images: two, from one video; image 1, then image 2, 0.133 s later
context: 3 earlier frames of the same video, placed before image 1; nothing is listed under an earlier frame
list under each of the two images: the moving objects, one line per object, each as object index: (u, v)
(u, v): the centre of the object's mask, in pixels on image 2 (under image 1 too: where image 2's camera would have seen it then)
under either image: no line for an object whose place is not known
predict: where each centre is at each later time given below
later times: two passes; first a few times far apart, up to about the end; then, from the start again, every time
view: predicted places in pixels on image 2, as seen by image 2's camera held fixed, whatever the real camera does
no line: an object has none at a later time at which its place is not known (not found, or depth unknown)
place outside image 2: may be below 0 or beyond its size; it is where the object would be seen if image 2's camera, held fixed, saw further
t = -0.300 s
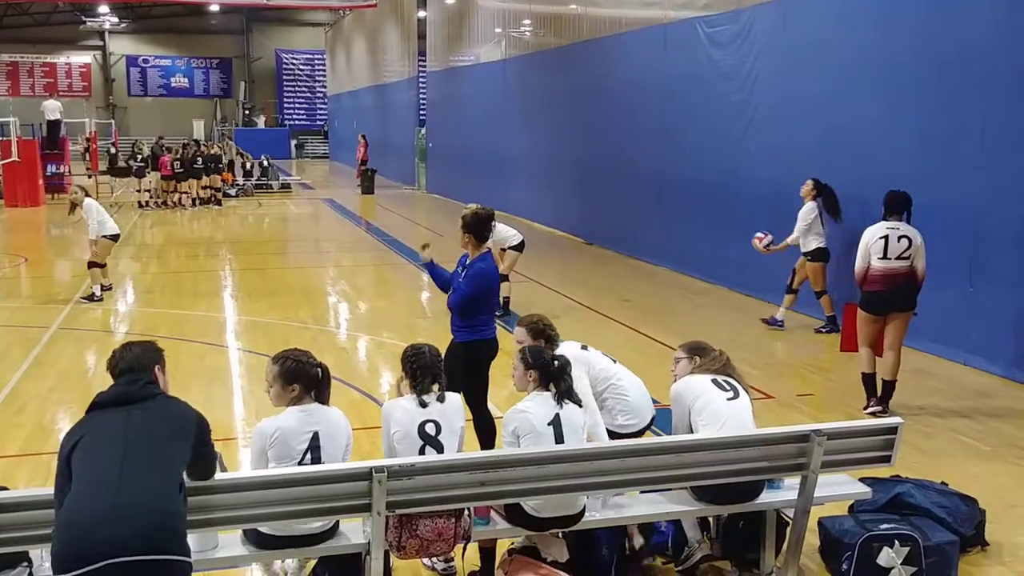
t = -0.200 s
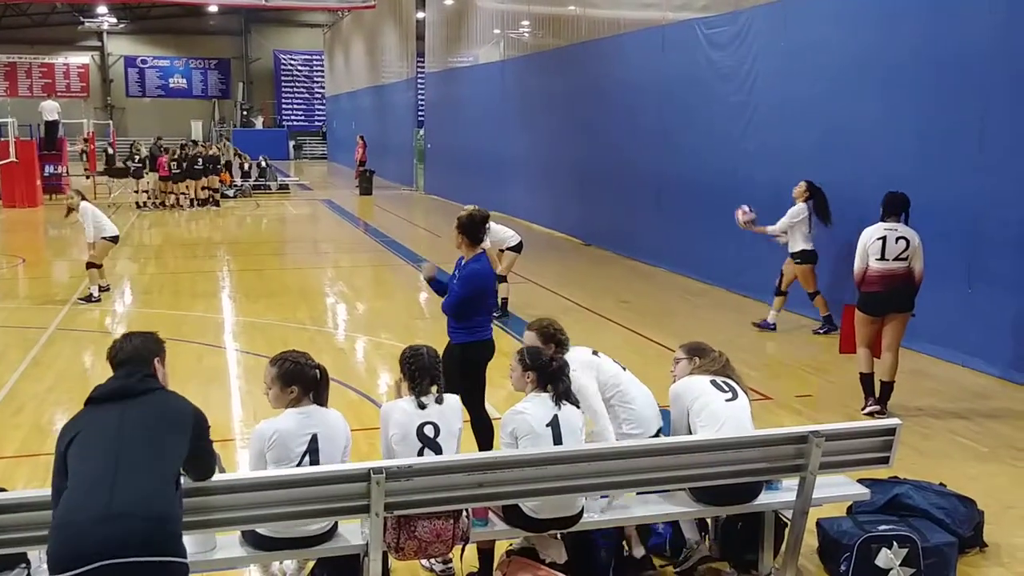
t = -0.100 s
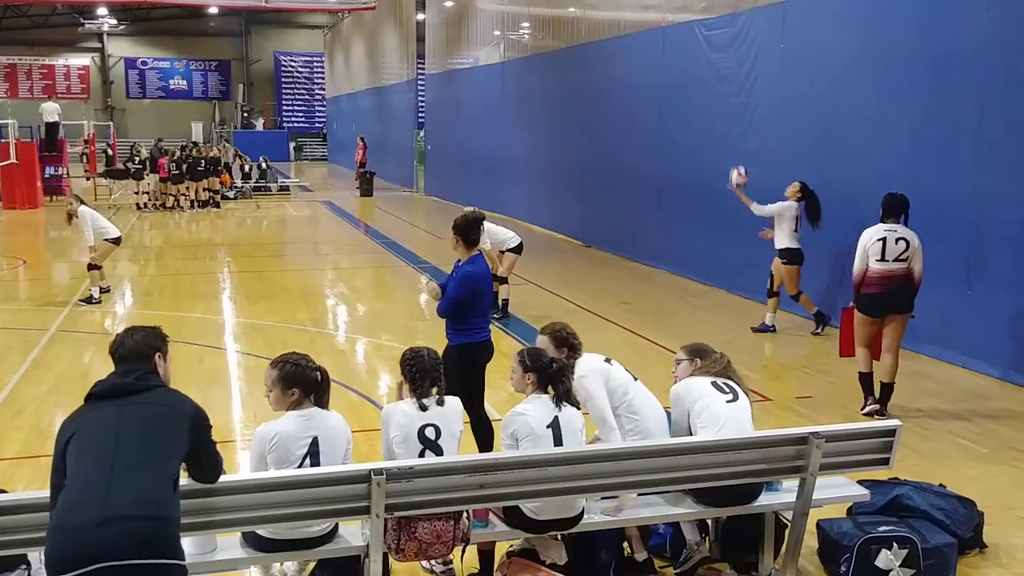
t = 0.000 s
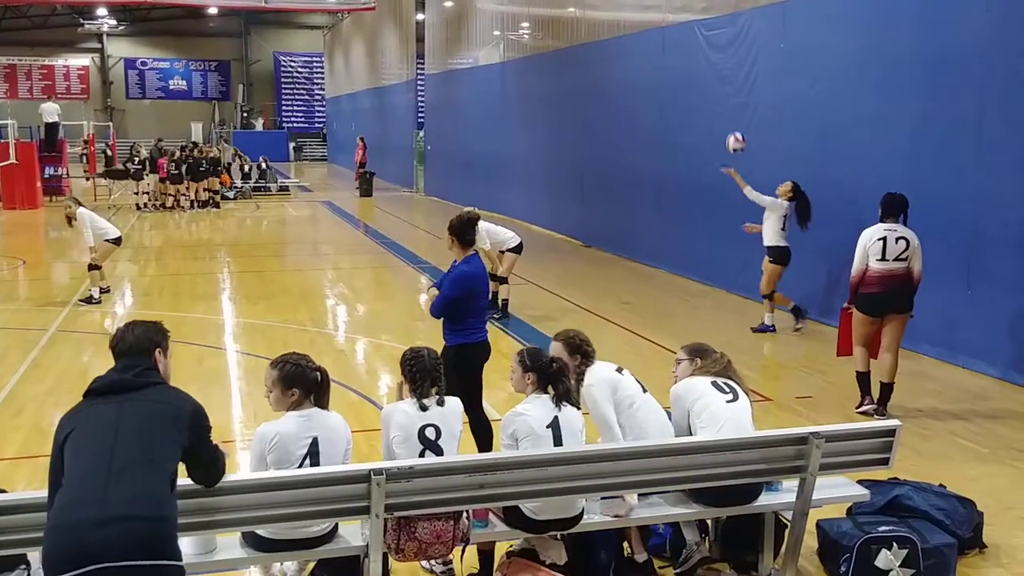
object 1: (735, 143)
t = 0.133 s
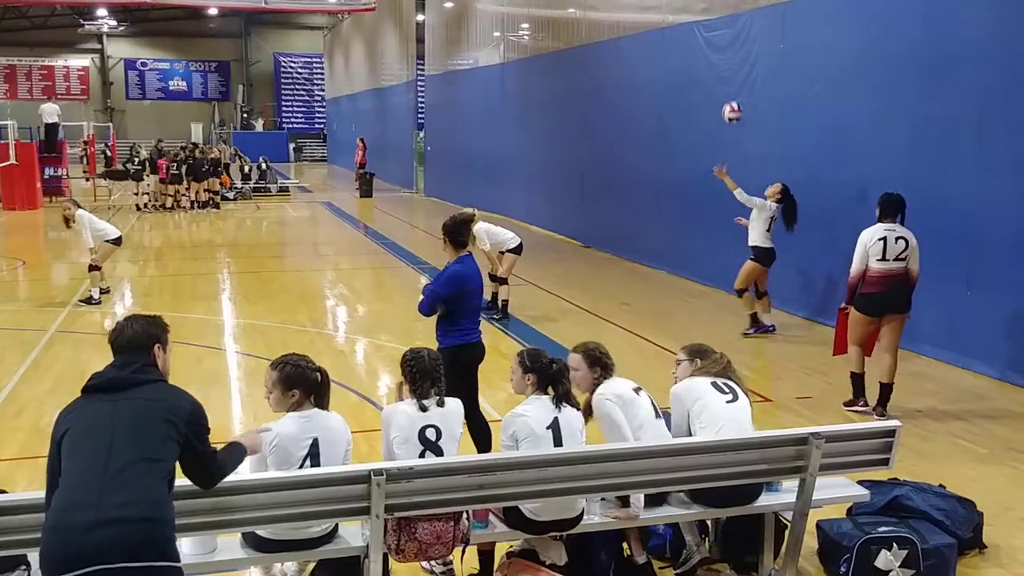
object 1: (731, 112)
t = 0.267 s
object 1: (728, 97)
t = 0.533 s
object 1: (717, 117)
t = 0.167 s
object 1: (731, 107)
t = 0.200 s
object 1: (730, 102)
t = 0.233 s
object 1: (729, 99)
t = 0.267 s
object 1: (728, 97)
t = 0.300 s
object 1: (726, 95)
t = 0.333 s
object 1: (725, 95)
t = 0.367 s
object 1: (724, 96)
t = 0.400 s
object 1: (723, 98)
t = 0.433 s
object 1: (721, 101)
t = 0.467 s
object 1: (720, 105)
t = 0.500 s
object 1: (718, 110)
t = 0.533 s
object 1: (717, 117)
